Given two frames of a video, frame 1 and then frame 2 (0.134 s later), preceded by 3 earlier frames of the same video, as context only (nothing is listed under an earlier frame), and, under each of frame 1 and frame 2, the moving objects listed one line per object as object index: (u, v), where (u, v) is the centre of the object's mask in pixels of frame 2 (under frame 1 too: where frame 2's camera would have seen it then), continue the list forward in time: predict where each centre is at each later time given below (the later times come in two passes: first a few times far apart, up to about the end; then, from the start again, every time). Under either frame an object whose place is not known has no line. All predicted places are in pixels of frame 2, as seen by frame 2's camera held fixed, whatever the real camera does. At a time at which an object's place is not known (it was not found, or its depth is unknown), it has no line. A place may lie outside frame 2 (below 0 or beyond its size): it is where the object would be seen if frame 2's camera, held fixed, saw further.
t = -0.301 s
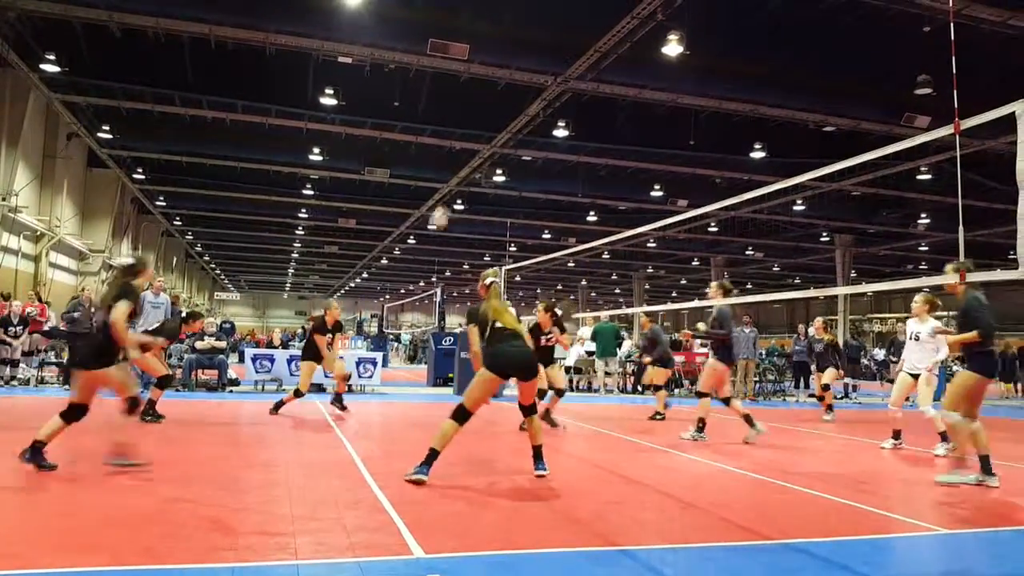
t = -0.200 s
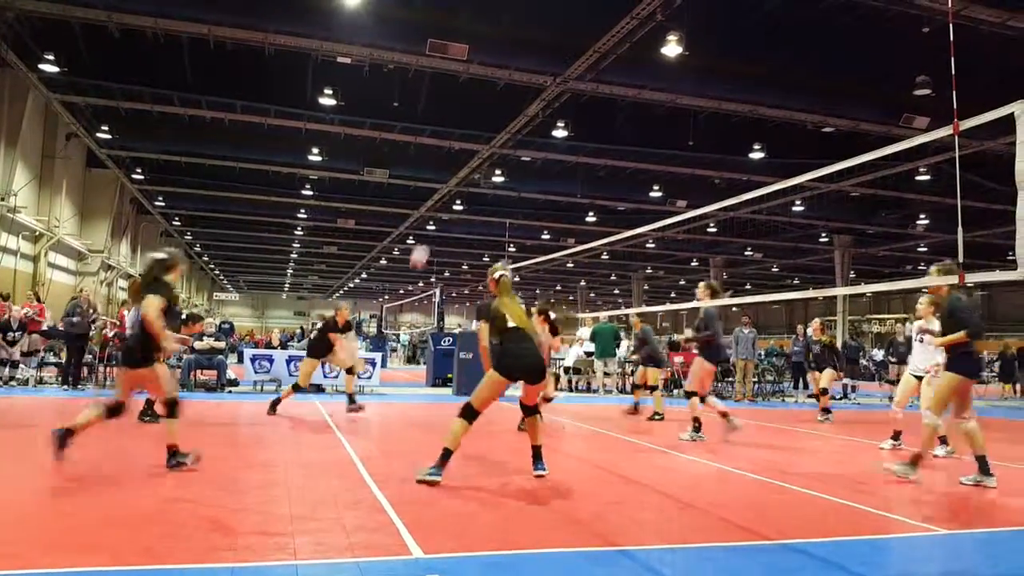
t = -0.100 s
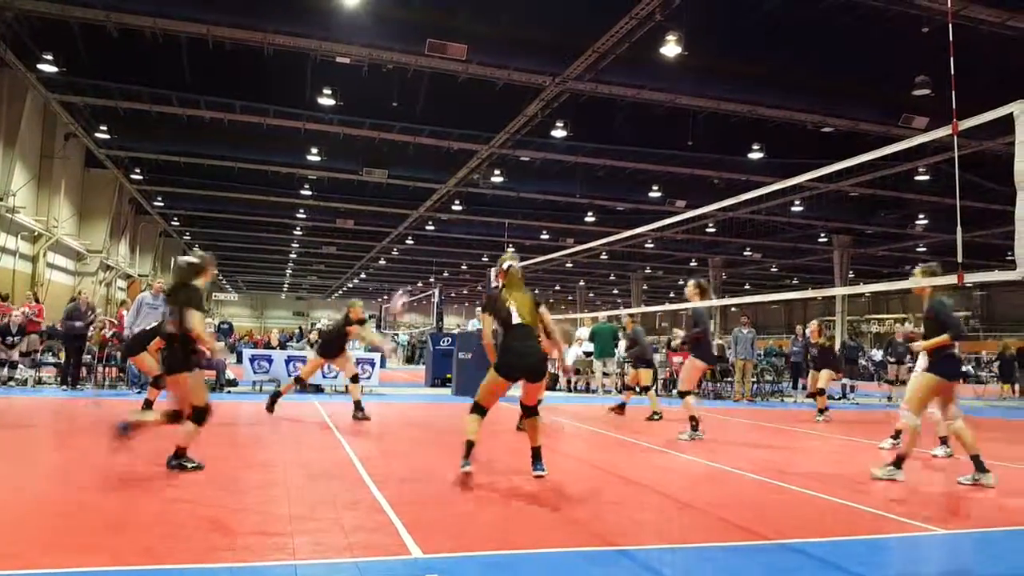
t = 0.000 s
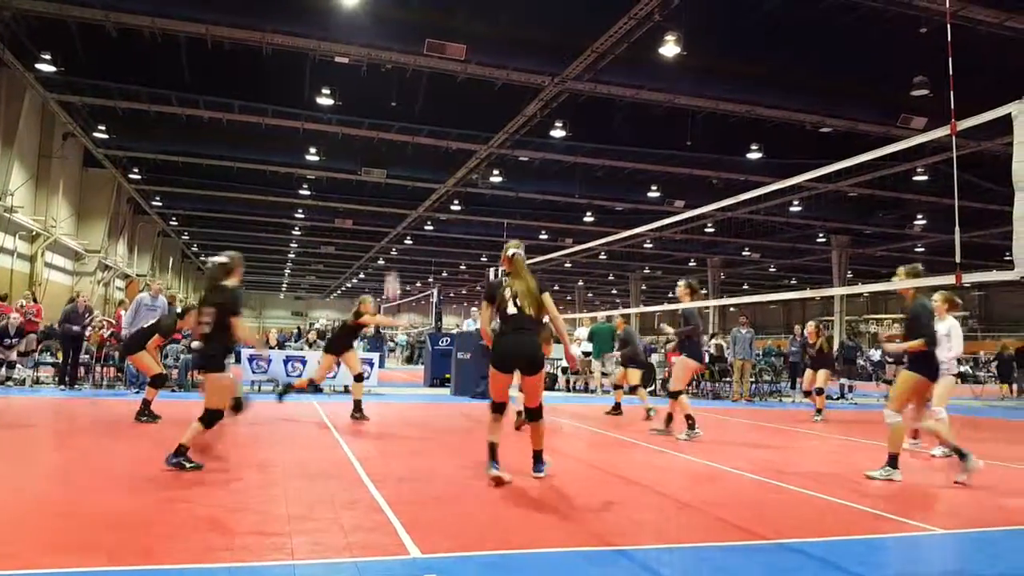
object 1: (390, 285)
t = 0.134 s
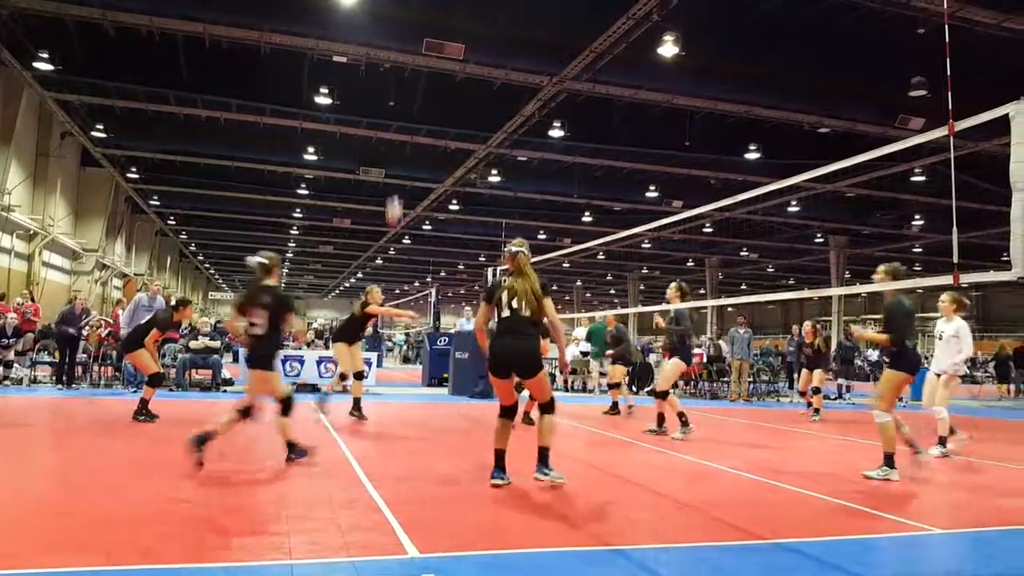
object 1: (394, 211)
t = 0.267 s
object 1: (396, 146)
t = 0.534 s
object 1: (398, 56)
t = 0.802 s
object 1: (396, 22)
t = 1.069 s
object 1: (393, 48)
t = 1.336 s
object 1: (388, 143)
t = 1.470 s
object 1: (385, 216)
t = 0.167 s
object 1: (395, 193)
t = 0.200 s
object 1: (395, 176)
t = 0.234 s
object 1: (395, 161)
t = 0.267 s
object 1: (396, 146)
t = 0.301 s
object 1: (396, 132)
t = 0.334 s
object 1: (396, 117)
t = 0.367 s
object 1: (396, 106)
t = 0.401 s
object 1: (397, 94)
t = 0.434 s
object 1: (397, 83)
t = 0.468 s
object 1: (397, 74)
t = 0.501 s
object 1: (398, 64)
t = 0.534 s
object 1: (398, 56)
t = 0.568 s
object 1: (397, 48)
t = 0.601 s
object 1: (397, 41)
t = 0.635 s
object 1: (397, 36)
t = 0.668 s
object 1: (397, 31)
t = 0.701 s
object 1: (397, 27)
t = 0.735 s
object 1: (396, 24)
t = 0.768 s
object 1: (396, 23)
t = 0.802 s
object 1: (396, 22)
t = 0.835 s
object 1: (396, 22)
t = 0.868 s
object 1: (396, 22)
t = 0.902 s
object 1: (396, 24)
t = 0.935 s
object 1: (395, 27)
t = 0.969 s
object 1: (395, 30)
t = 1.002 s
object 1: (394, 35)
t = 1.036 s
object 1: (394, 41)
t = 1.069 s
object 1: (393, 48)
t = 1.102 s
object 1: (393, 56)
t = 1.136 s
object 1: (393, 64)
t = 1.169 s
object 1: (392, 74)
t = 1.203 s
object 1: (391, 87)
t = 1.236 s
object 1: (390, 99)
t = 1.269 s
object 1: (389, 112)
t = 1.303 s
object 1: (389, 126)
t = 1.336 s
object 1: (388, 143)
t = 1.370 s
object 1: (388, 158)
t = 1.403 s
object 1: (387, 177)
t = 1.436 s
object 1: (386, 196)
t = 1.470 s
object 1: (385, 216)
